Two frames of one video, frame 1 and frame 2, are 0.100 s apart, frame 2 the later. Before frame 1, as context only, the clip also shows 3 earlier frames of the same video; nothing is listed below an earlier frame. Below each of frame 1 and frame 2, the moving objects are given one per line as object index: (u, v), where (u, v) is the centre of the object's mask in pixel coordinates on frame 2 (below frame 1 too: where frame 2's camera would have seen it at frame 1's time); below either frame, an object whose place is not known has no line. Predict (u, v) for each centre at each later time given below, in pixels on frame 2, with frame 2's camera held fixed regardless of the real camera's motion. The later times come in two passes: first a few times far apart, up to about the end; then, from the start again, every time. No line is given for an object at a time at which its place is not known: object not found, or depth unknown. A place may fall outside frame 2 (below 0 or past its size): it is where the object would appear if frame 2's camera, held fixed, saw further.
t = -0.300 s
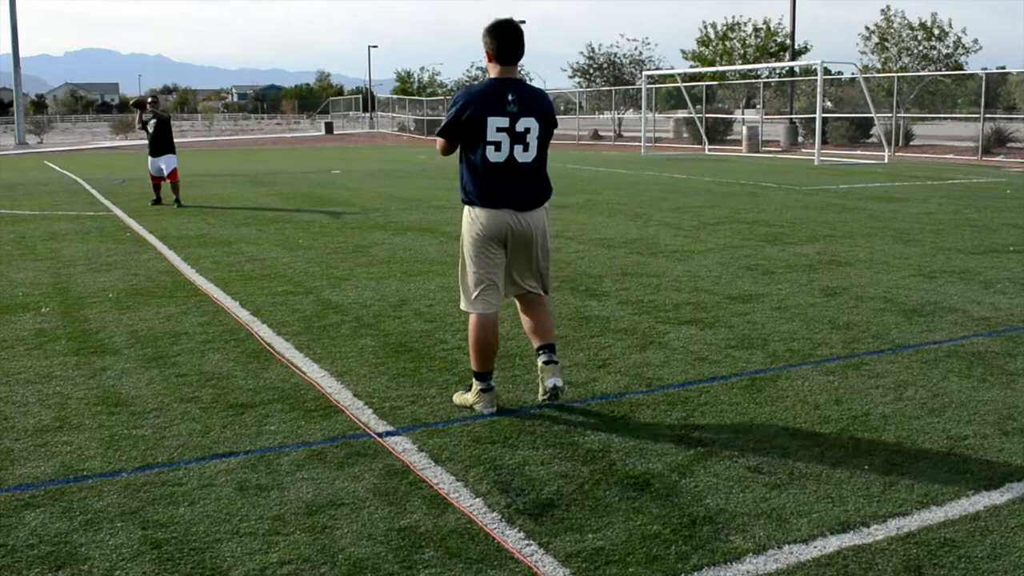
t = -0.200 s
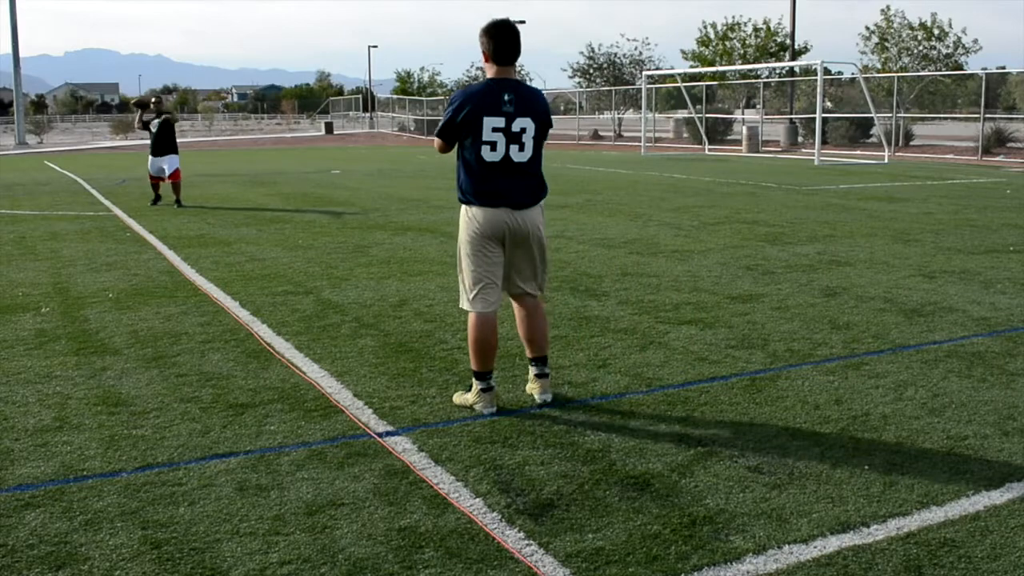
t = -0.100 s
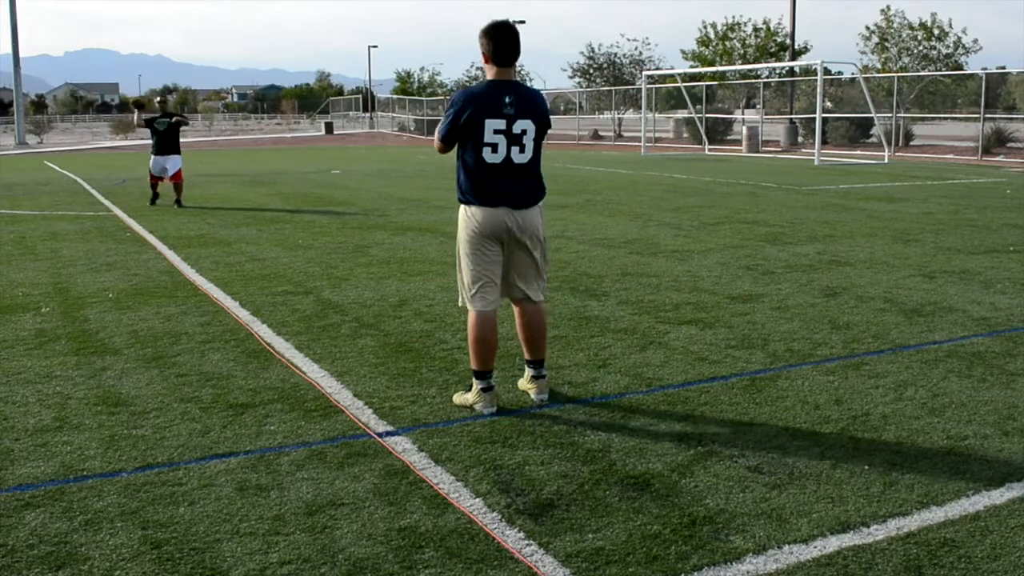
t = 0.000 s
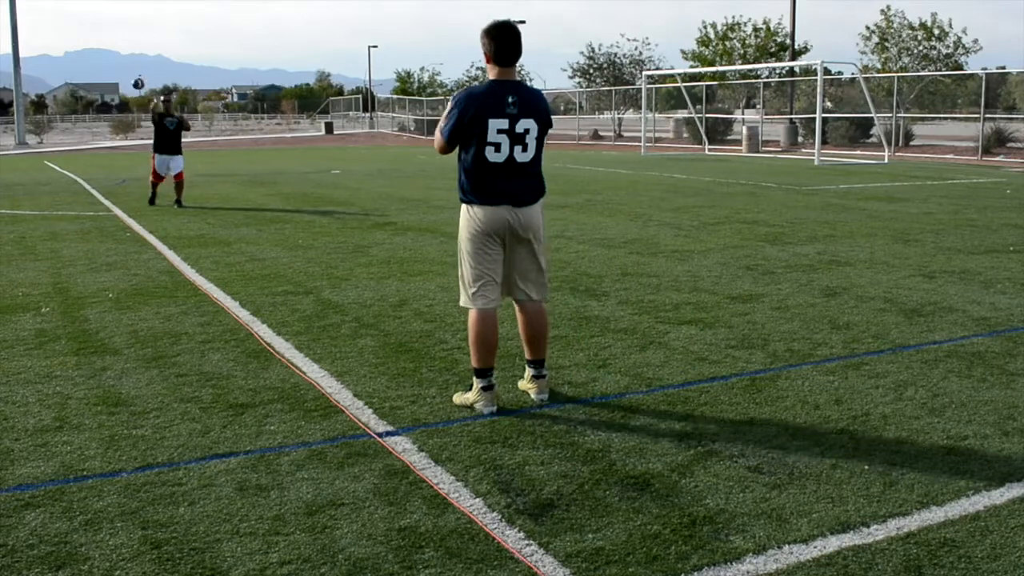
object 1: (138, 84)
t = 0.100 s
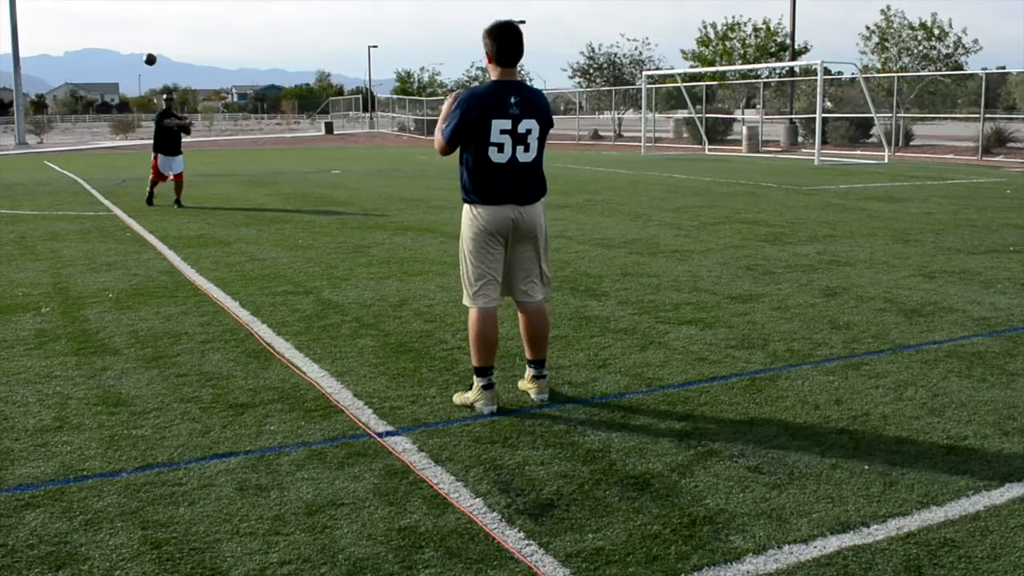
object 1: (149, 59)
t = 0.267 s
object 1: (173, 28)
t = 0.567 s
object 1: (240, 29)
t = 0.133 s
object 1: (154, 52)
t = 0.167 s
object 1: (158, 45)
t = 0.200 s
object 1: (162, 39)
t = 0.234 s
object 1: (167, 33)
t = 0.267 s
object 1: (173, 28)
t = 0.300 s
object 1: (178, 24)
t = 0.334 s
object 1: (184, 21)
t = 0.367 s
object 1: (190, 18)
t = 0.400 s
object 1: (197, 17)
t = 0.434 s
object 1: (204, 16)
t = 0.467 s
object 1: (211, 17)
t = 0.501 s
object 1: (220, 20)
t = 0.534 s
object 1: (230, 24)
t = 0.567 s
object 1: (240, 29)
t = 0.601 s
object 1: (250, 37)
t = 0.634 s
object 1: (262, 47)
